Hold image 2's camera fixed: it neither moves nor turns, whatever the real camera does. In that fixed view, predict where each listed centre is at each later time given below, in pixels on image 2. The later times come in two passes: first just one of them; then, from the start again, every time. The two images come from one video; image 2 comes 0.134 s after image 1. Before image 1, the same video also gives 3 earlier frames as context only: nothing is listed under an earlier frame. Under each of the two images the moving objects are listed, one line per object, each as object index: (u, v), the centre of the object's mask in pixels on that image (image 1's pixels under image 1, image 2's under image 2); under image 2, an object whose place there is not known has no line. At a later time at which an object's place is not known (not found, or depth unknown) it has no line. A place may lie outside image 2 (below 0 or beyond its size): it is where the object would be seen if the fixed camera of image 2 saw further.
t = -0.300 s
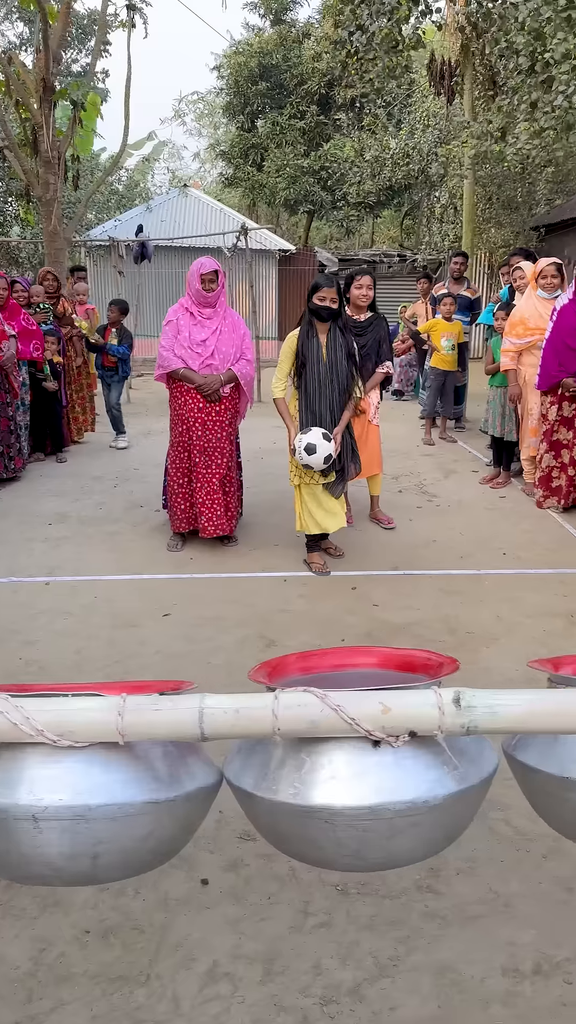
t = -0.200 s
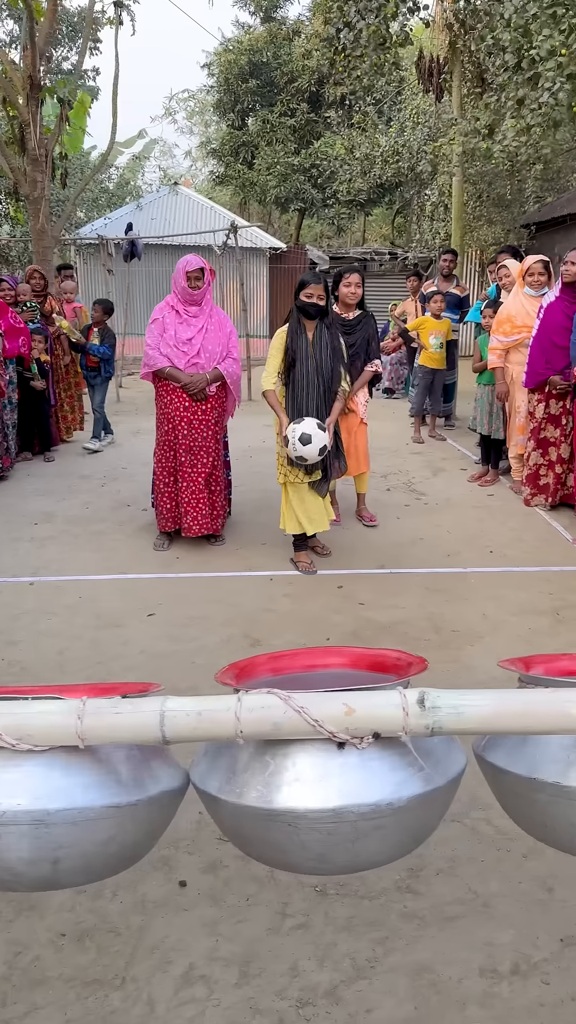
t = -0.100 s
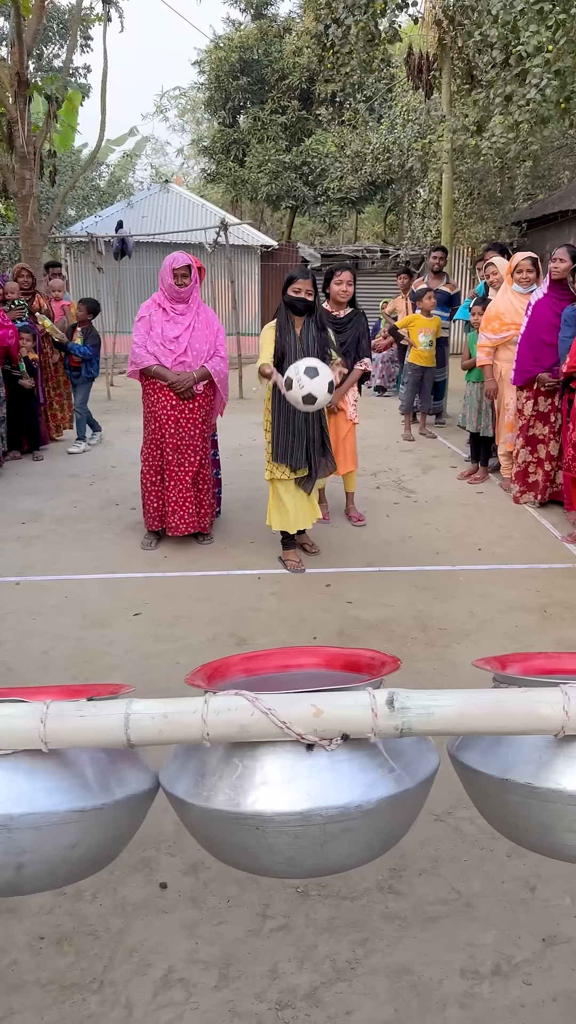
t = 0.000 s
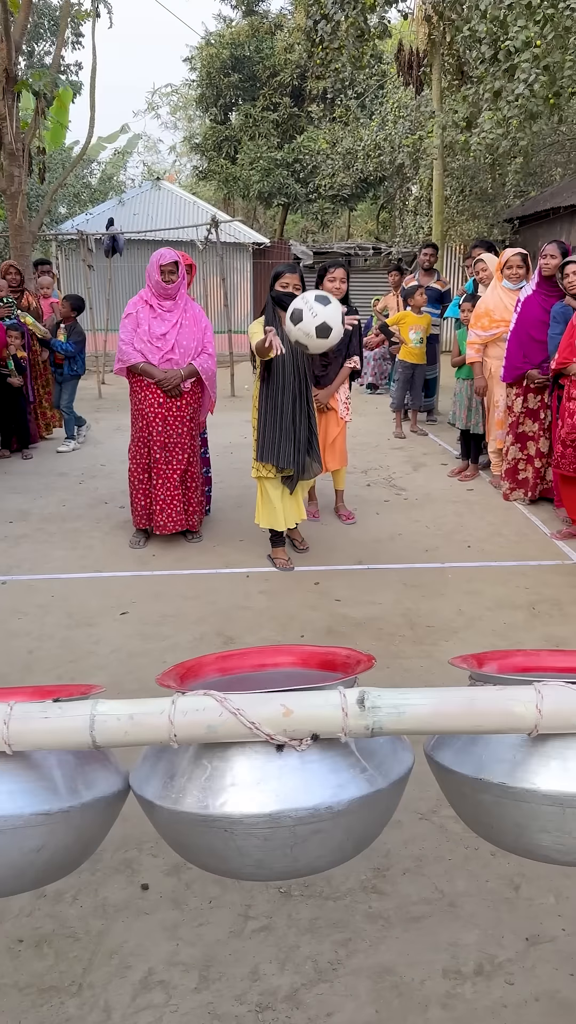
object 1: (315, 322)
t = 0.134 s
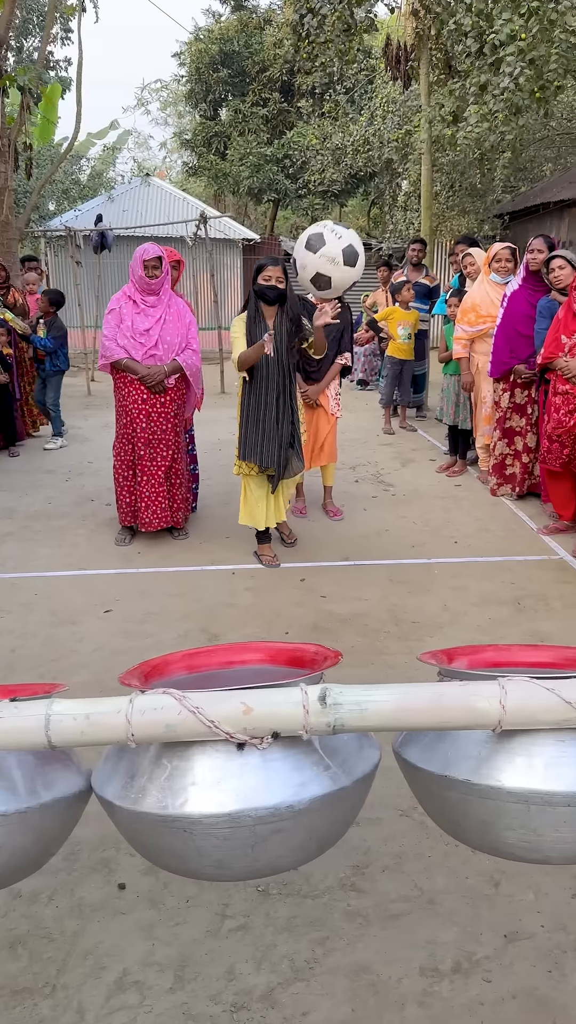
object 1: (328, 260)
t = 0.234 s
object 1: (354, 248)
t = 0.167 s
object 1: (336, 252)
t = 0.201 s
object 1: (345, 248)
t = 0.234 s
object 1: (354, 248)
